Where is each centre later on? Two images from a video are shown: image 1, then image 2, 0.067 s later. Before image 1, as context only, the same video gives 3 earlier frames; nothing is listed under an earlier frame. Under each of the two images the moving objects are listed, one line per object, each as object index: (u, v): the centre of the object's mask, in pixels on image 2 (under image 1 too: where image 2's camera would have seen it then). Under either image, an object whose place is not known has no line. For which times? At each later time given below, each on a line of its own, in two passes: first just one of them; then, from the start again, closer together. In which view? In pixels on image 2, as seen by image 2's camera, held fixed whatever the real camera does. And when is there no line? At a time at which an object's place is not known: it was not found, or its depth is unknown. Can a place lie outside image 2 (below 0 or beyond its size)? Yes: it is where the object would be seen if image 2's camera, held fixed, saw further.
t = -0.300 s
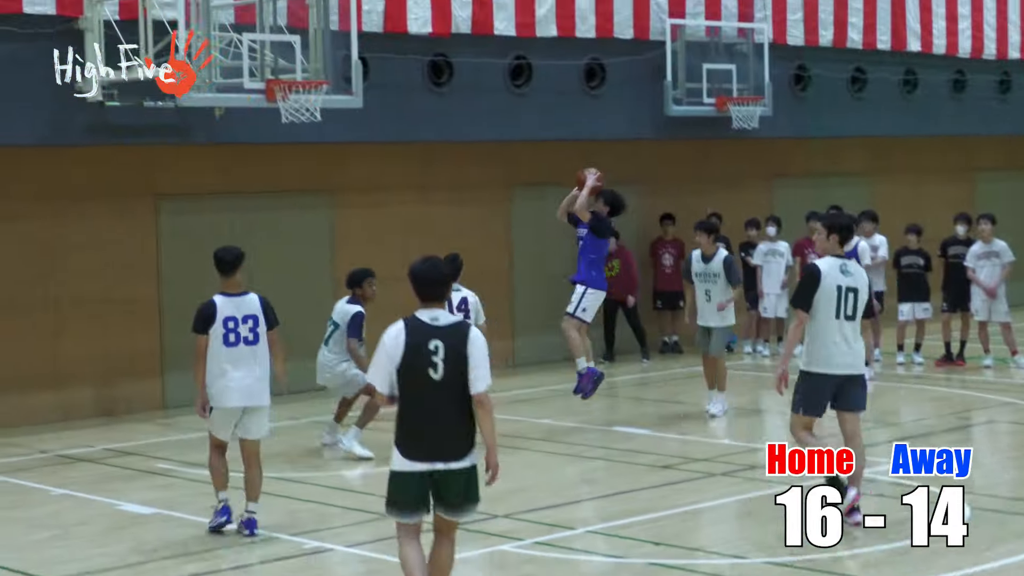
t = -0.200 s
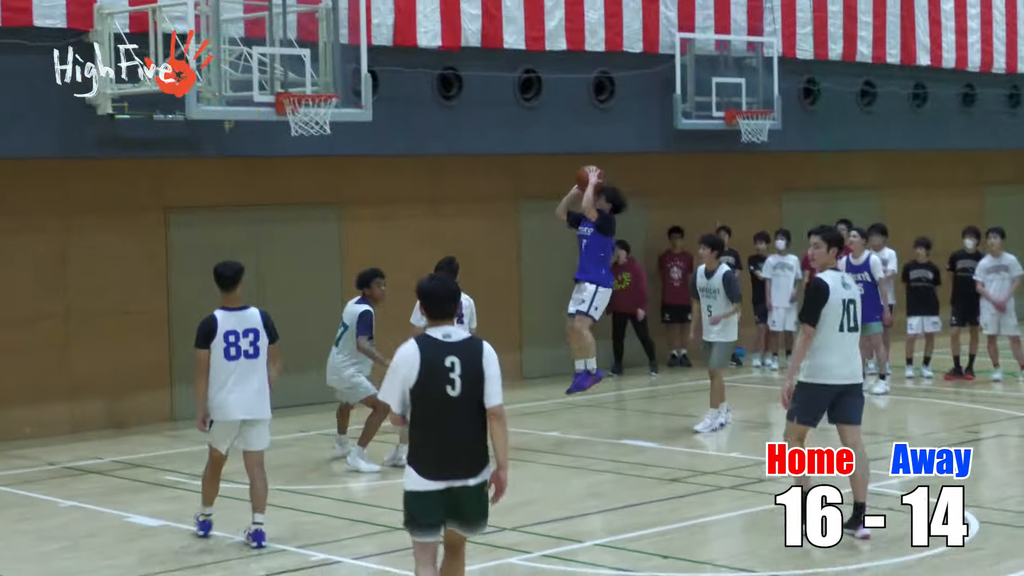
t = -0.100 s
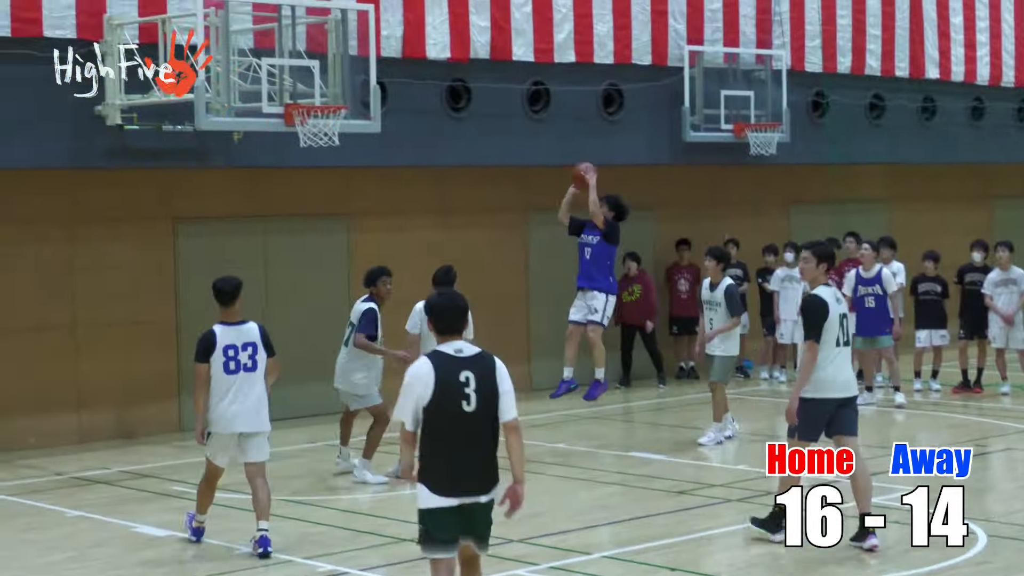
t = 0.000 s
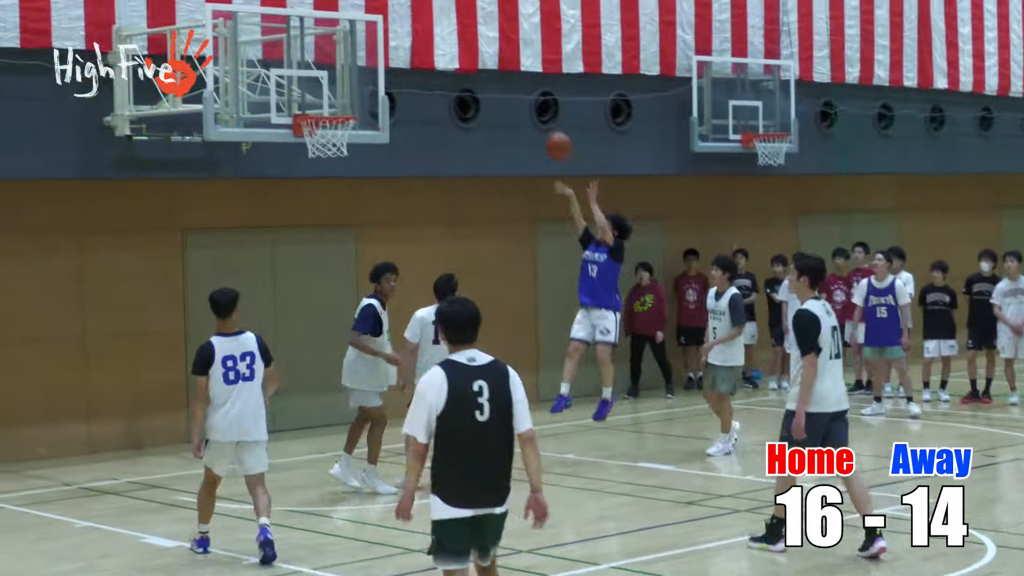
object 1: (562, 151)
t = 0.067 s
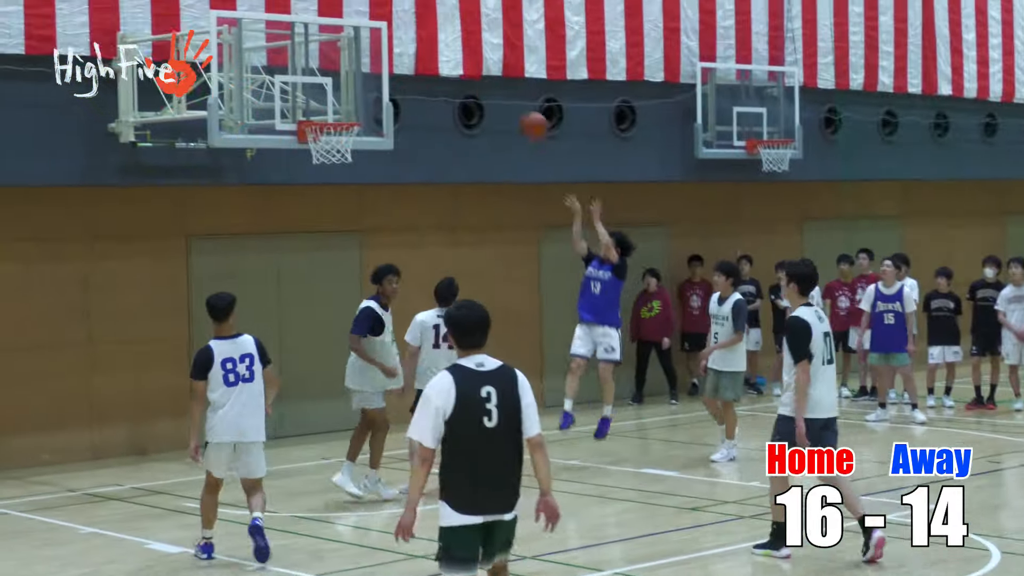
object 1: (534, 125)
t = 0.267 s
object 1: (455, 77)
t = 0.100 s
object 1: (522, 115)
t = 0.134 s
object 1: (507, 105)
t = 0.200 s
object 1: (480, 88)
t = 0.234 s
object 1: (468, 83)
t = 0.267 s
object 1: (455, 77)
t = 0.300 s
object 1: (441, 72)
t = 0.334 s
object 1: (427, 68)
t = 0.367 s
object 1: (413, 67)
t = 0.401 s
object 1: (400, 67)
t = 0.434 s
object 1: (387, 67)
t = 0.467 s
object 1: (379, 68)
